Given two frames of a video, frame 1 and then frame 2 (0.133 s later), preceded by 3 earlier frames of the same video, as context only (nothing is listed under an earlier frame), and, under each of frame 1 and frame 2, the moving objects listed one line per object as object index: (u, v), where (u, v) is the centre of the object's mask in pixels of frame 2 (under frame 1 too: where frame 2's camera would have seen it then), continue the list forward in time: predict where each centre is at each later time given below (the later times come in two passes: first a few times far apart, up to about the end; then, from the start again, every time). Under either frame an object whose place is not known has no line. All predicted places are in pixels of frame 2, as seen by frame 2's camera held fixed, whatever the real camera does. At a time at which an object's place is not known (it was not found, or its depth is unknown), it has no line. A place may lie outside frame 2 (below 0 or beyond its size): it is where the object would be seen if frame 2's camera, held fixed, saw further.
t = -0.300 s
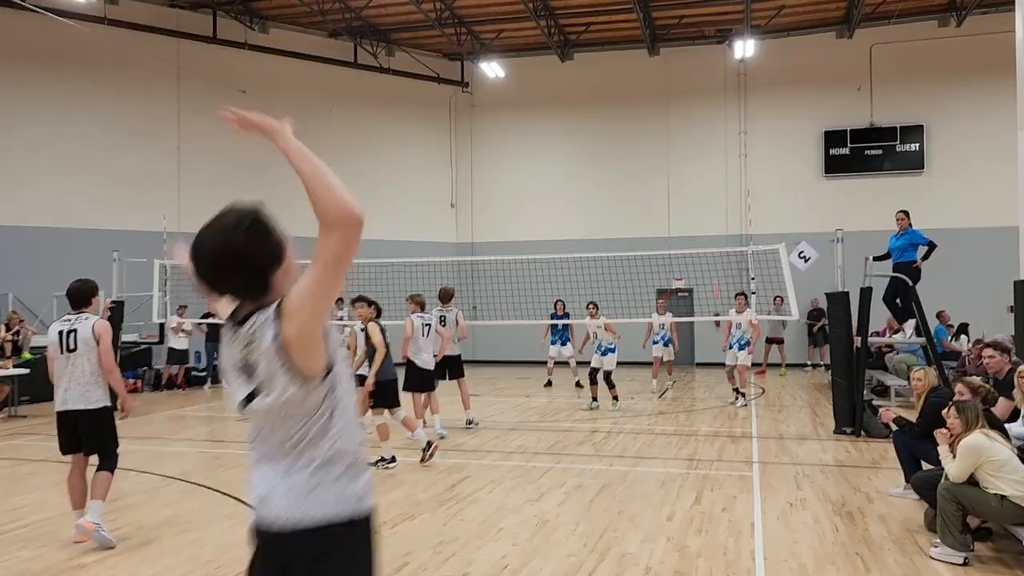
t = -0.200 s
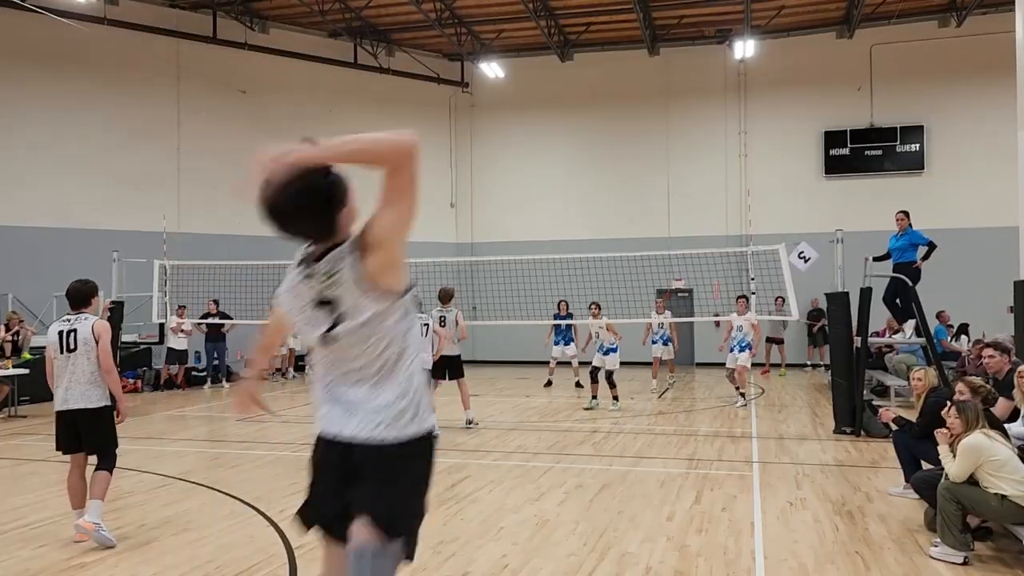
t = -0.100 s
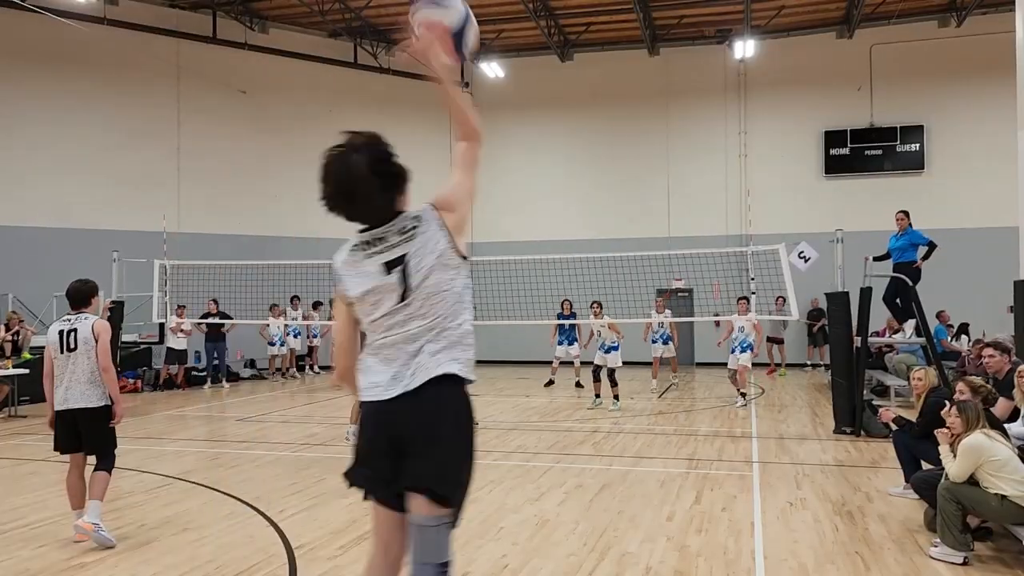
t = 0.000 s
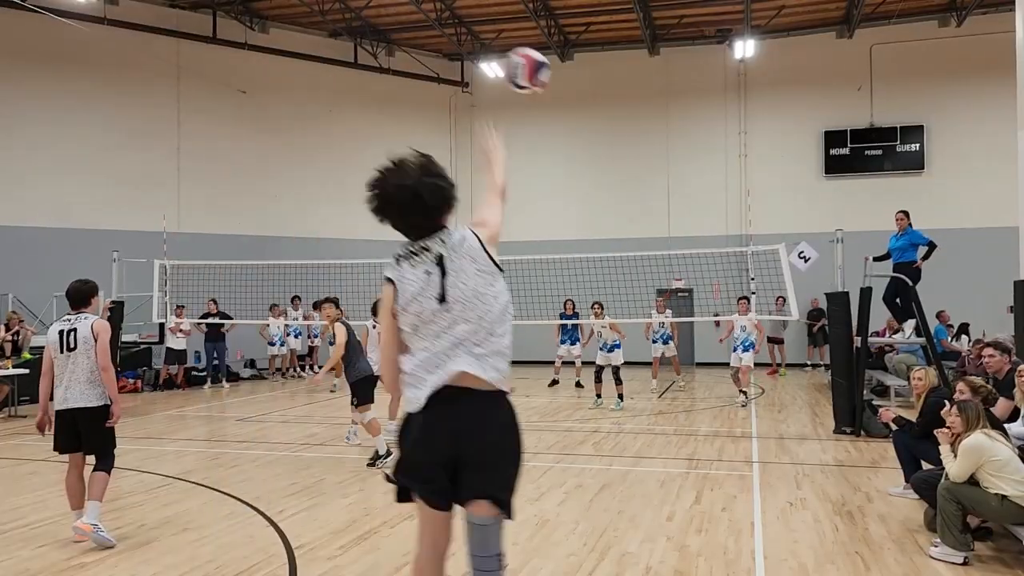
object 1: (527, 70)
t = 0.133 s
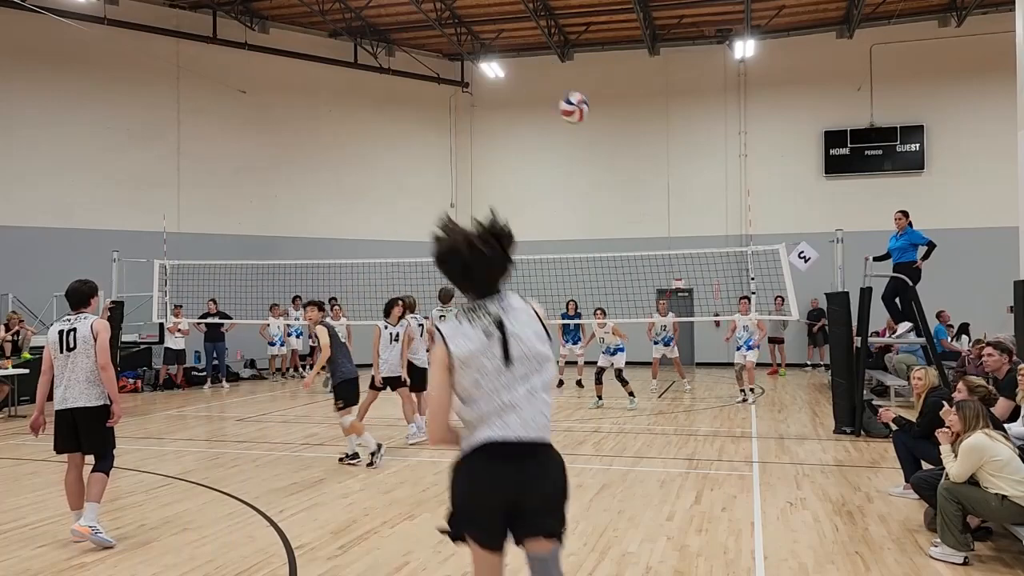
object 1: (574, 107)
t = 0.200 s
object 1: (585, 123)
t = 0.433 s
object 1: (612, 184)
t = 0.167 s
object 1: (580, 116)
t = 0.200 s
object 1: (585, 123)
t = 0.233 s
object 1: (591, 132)
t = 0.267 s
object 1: (595, 143)
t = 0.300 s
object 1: (598, 151)
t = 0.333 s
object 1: (602, 160)
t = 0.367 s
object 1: (606, 168)
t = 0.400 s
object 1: (609, 176)
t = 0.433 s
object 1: (612, 184)
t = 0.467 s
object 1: (615, 192)
